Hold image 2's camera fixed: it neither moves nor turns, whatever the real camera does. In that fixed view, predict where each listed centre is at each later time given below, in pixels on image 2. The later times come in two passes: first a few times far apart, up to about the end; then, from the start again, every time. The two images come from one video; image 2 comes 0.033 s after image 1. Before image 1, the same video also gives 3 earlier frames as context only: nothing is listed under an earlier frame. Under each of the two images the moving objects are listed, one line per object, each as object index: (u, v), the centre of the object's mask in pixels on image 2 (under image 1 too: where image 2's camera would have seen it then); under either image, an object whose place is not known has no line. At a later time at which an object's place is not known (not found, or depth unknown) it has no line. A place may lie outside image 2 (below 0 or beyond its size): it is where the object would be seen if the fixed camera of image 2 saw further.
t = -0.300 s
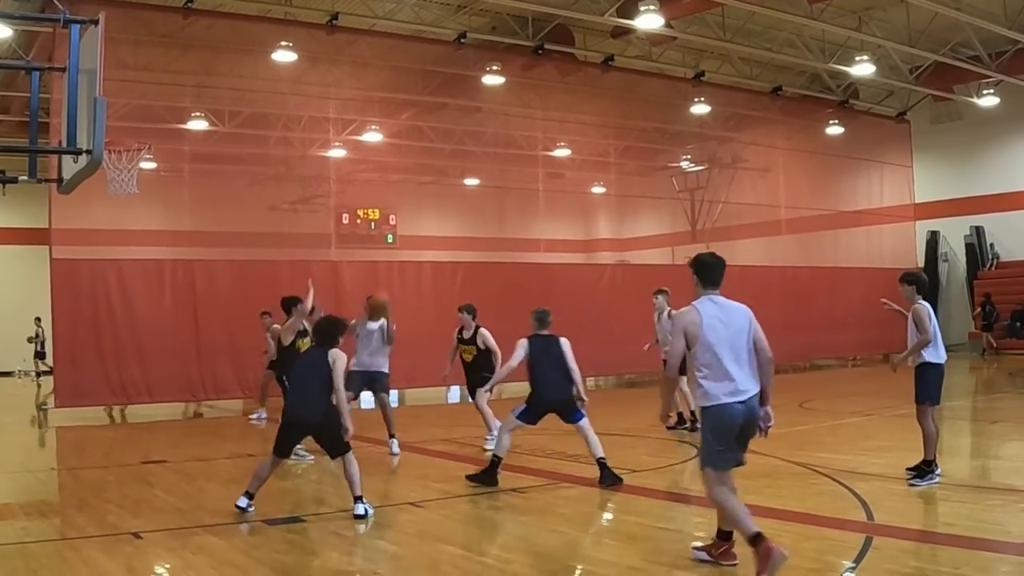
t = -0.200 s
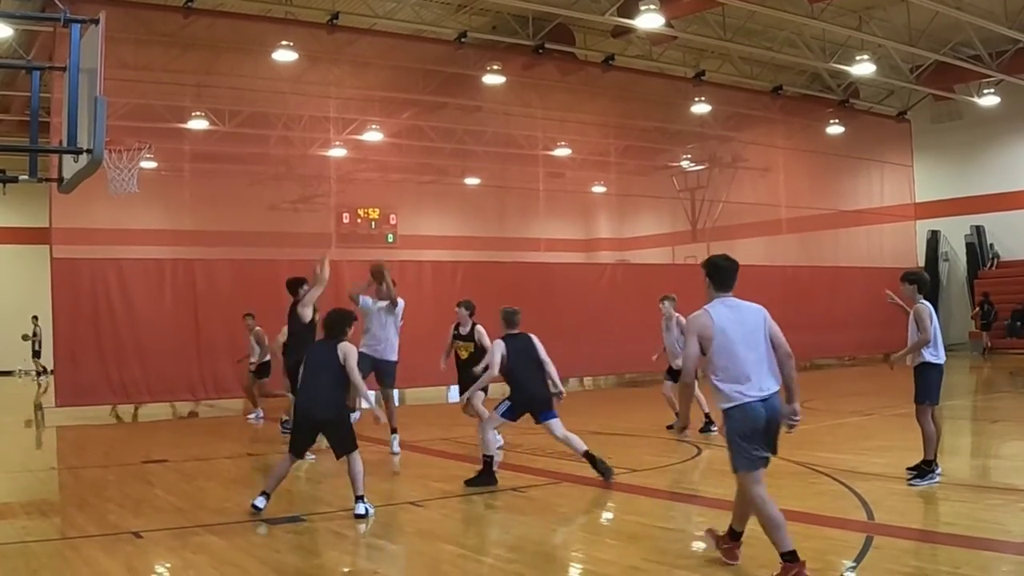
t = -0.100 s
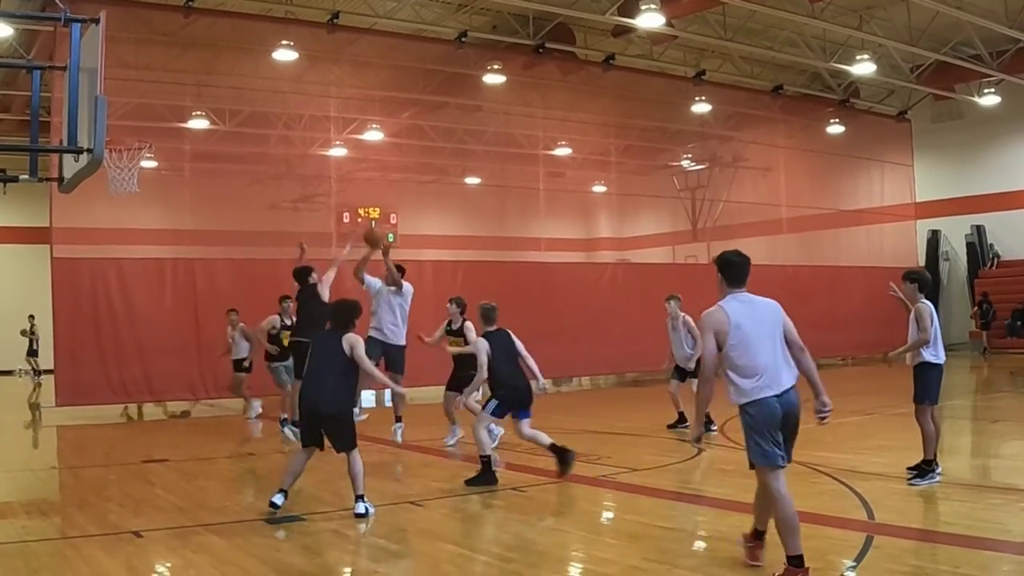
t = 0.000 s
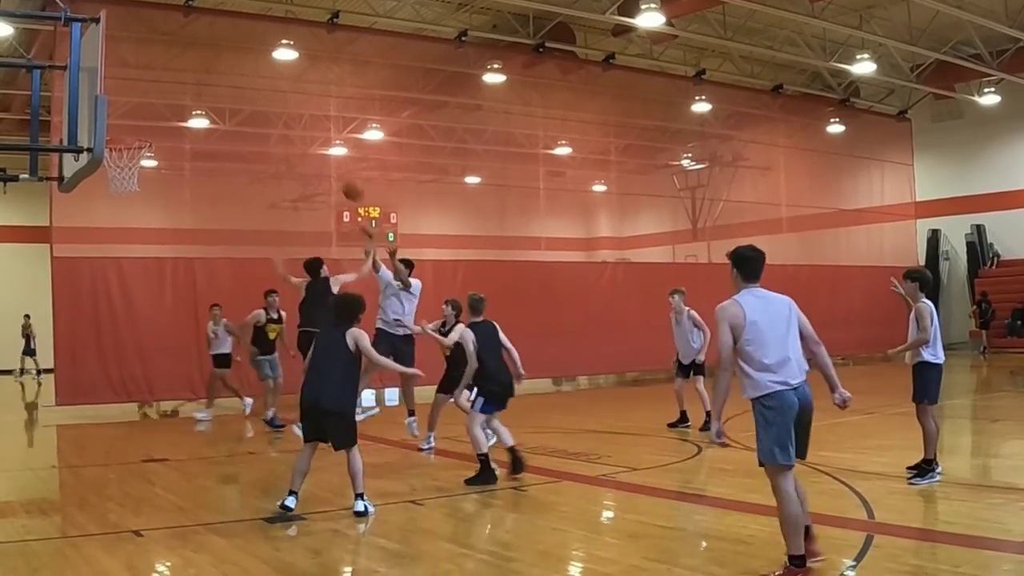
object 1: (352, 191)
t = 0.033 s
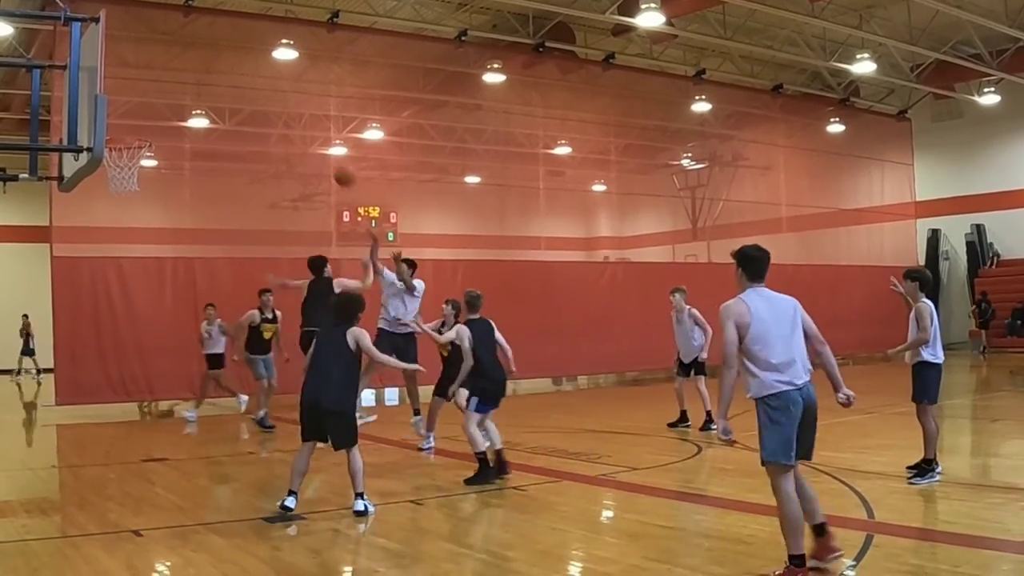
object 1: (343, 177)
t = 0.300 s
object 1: (275, 97)
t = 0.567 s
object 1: (200, 79)
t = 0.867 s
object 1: (117, 142)
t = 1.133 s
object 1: (112, 181)
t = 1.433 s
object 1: (97, 285)
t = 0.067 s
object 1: (336, 164)
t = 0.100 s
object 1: (327, 150)
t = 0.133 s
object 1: (318, 139)
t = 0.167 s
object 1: (310, 129)
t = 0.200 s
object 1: (301, 118)
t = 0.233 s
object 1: (293, 110)
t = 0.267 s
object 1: (283, 104)
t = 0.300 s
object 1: (275, 97)
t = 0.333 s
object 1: (265, 92)
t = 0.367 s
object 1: (256, 86)
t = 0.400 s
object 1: (247, 84)
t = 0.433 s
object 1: (238, 80)
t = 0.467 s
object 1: (229, 79)
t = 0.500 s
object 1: (218, 79)
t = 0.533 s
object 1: (209, 79)
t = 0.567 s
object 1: (200, 79)
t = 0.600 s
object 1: (190, 82)
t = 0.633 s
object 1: (179, 87)
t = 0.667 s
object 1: (168, 92)
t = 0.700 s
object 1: (157, 100)
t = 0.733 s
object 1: (146, 108)
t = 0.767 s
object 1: (134, 118)
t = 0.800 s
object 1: (124, 127)
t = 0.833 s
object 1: (115, 131)
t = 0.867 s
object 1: (117, 142)
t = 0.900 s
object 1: (127, 149)
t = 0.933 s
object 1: (127, 149)
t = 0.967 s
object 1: (127, 149)
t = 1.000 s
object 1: (125, 151)
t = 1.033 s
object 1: (122, 155)
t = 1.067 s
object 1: (117, 164)
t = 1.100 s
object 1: (117, 172)
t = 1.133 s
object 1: (112, 181)
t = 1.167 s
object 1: (112, 187)
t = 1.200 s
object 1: (111, 193)
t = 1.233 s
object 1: (108, 202)
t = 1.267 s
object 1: (107, 213)
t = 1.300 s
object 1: (105, 225)
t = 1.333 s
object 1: (103, 237)
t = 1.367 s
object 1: (102, 252)
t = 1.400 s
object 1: (99, 268)
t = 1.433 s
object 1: (97, 285)
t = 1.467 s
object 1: (96, 302)
